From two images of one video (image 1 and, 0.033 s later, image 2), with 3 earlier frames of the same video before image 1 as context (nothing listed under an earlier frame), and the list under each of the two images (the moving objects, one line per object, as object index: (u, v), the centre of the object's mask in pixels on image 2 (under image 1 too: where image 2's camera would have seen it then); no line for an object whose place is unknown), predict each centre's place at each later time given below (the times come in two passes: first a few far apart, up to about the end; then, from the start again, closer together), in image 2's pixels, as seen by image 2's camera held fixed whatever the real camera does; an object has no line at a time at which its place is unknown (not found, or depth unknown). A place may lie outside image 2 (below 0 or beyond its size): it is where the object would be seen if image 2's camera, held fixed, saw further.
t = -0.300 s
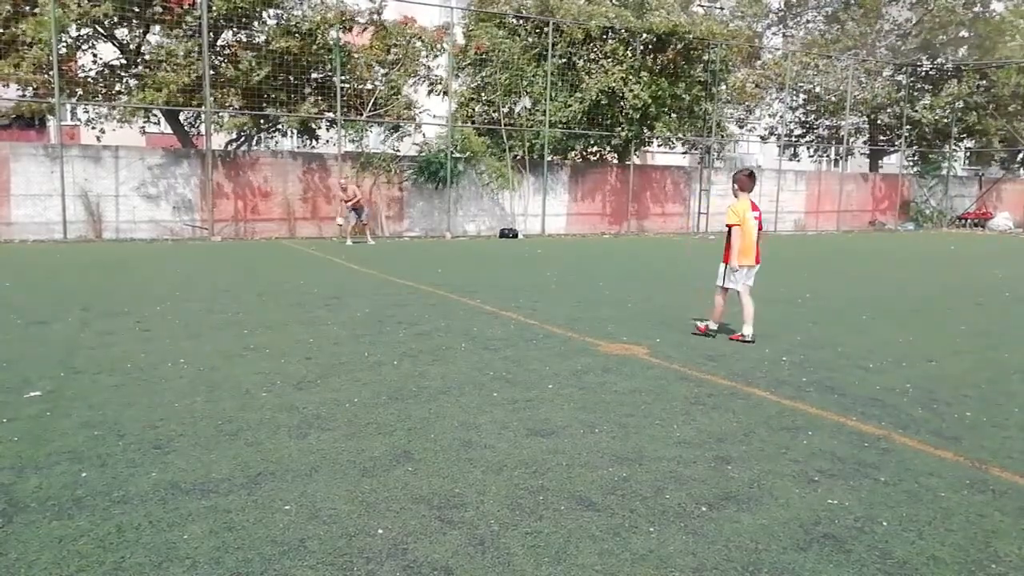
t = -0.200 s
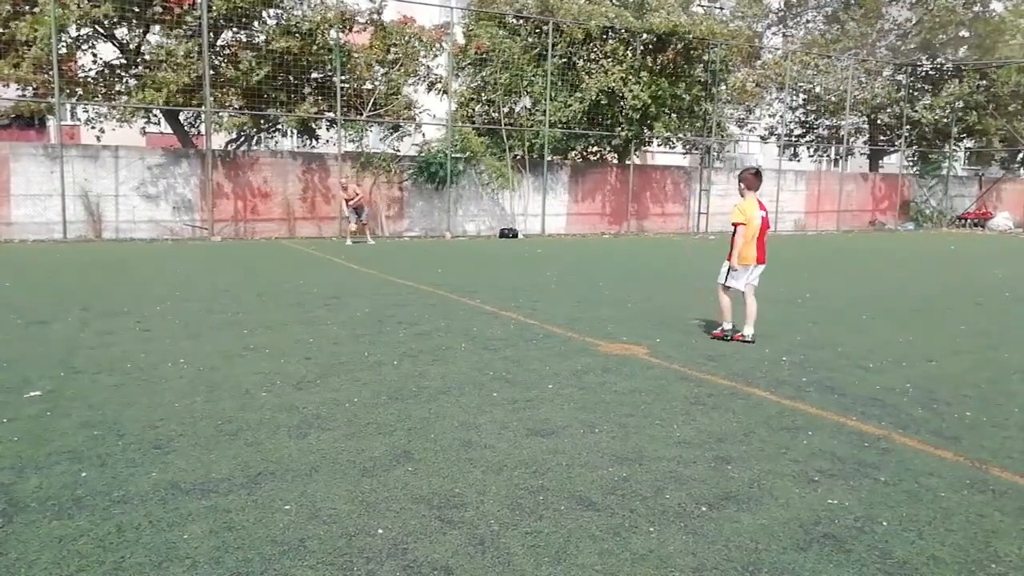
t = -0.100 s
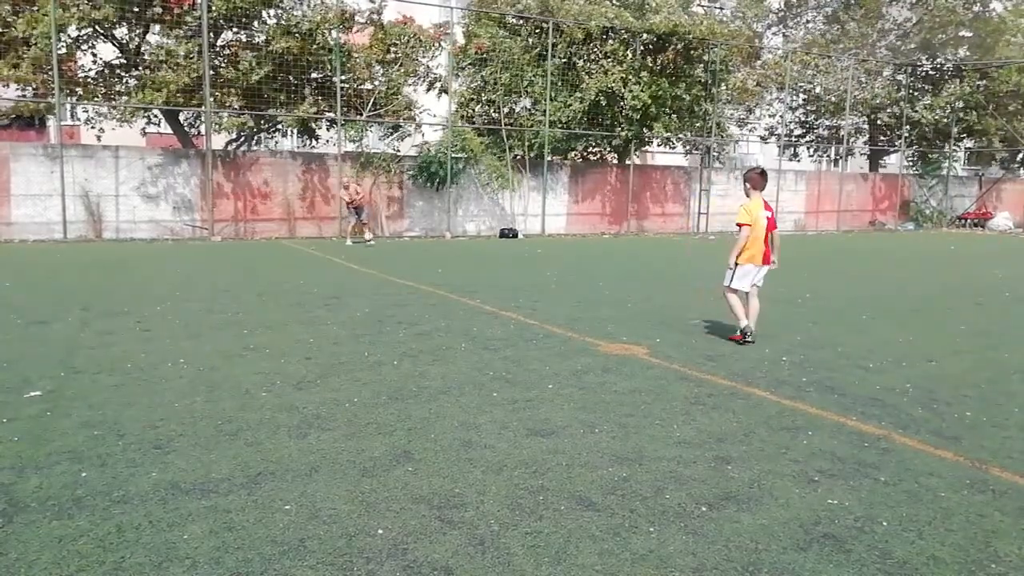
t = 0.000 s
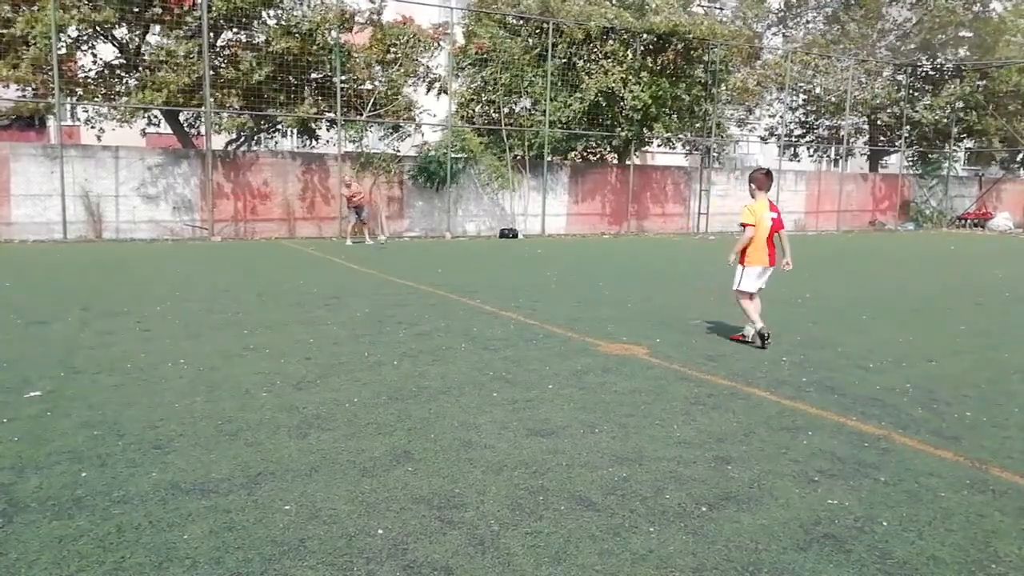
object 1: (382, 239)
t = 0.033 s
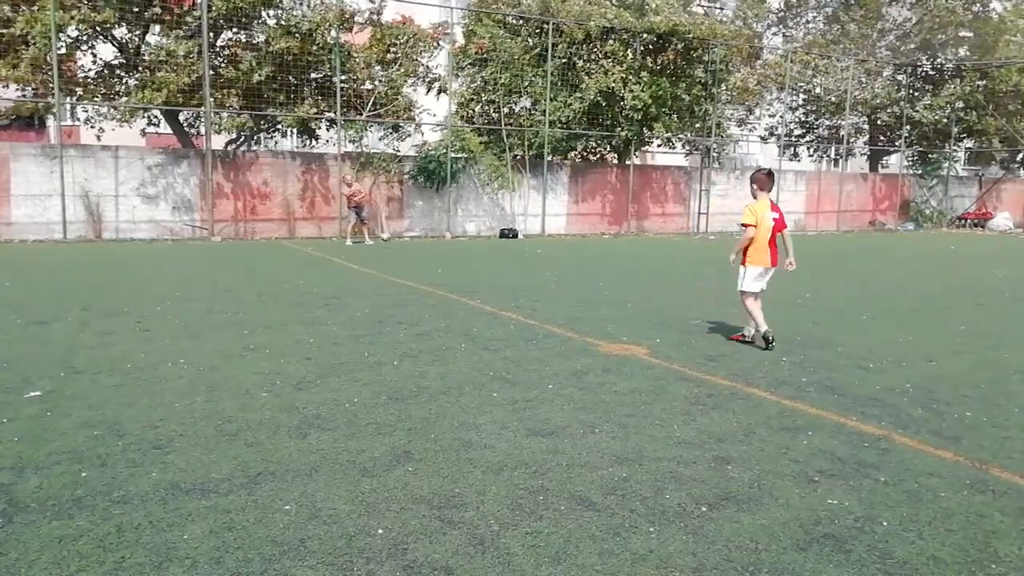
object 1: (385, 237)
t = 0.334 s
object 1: (421, 238)
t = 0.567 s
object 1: (452, 242)
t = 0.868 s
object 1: (493, 254)
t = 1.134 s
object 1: (534, 251)
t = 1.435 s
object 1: (585, 262)
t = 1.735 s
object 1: (643, 271)
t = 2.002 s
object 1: (703, 275)
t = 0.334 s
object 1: (421, 238)
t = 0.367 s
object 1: (425, 240)
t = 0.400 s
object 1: (429, 243)
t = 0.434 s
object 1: (434, 248)
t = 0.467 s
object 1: (438, 249)
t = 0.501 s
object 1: (442, 247)
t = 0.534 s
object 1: (447, 244)
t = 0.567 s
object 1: (452, 242)
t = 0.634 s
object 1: (461, 240)
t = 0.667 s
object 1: (465, 240)
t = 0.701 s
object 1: (470, 241)
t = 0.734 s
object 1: (475, 242)
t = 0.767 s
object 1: (479, 244)
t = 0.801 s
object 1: (484, 246)
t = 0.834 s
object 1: (489, 250)
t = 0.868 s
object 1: (493, 254)
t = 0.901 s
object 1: (498, 256)
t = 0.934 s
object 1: (503, 253)
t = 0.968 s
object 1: (508, 251)
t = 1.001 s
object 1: (513, 250)
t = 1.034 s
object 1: (519, 249)
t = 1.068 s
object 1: (523, 249)
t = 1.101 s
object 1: (529, 249)
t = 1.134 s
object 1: (534, 251)
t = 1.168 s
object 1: (540, 253)
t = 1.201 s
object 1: (545, 256)
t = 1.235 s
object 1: (550, 260)
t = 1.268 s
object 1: (556, 262)
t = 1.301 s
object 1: (562, 261)
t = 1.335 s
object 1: (567, 260)
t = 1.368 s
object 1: (573, 260)
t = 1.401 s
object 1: (579, 260)
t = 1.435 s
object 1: (585, 262)
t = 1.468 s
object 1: (591, 264)
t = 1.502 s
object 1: (597, 266)
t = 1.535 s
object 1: (603, 266)
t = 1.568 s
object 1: (609, 267)
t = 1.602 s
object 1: (616, 268)
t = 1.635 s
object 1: (623, 268)
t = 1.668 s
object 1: (630, 269)
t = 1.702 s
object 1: (636, 270)
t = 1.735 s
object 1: (643, 271)
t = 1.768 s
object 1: (651, 270)
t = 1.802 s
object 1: (657, 271)
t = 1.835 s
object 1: (665, 272)
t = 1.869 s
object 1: (672, 273)
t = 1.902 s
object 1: (679, 274)
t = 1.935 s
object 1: (687, 274)
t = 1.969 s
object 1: (695, 275)
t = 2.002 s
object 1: (703, 275)
